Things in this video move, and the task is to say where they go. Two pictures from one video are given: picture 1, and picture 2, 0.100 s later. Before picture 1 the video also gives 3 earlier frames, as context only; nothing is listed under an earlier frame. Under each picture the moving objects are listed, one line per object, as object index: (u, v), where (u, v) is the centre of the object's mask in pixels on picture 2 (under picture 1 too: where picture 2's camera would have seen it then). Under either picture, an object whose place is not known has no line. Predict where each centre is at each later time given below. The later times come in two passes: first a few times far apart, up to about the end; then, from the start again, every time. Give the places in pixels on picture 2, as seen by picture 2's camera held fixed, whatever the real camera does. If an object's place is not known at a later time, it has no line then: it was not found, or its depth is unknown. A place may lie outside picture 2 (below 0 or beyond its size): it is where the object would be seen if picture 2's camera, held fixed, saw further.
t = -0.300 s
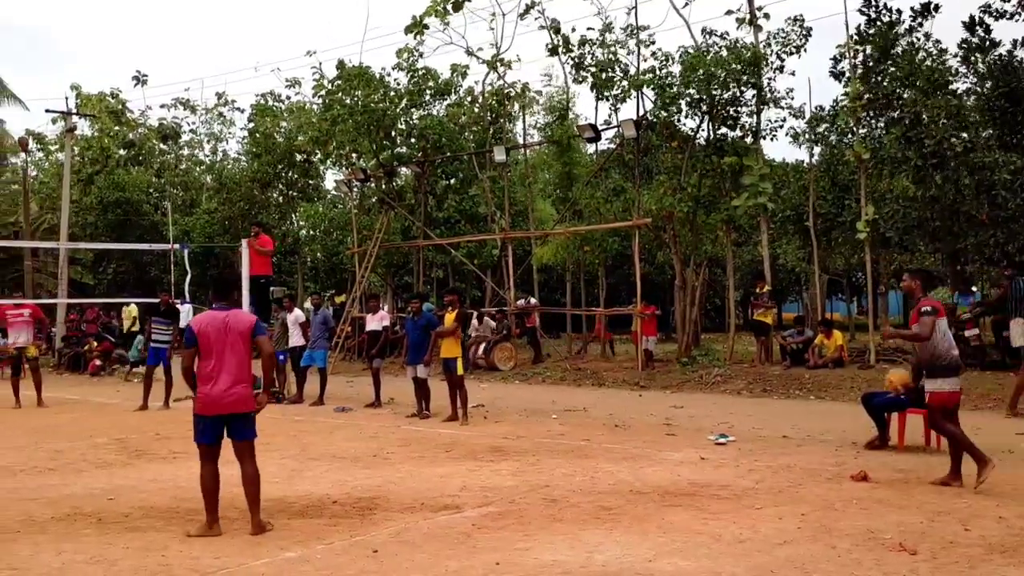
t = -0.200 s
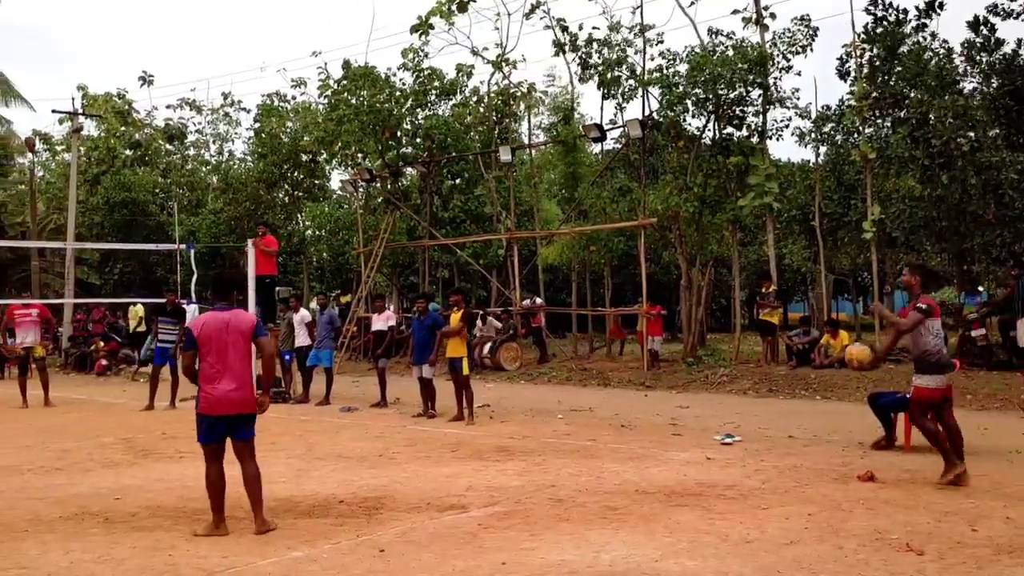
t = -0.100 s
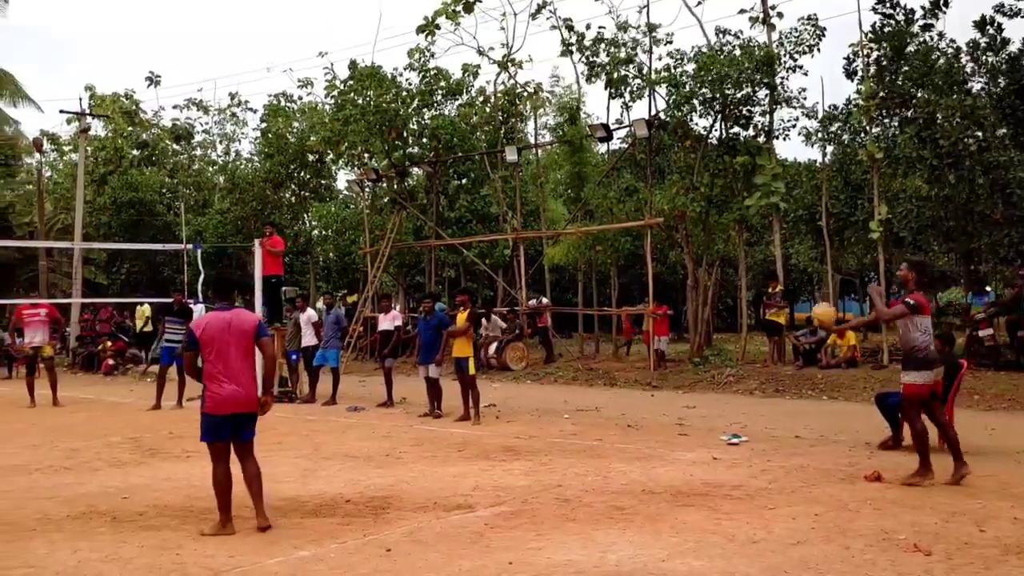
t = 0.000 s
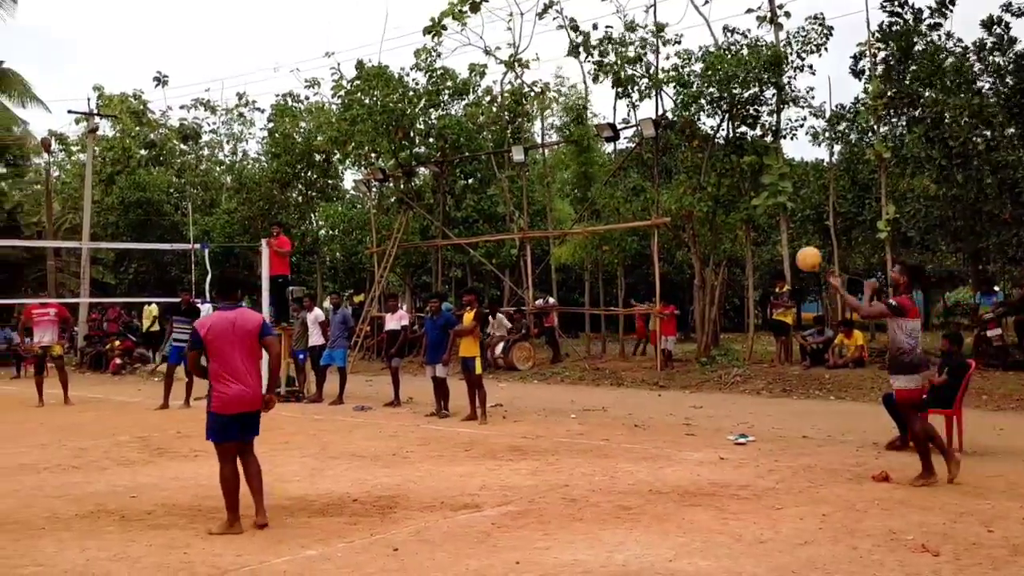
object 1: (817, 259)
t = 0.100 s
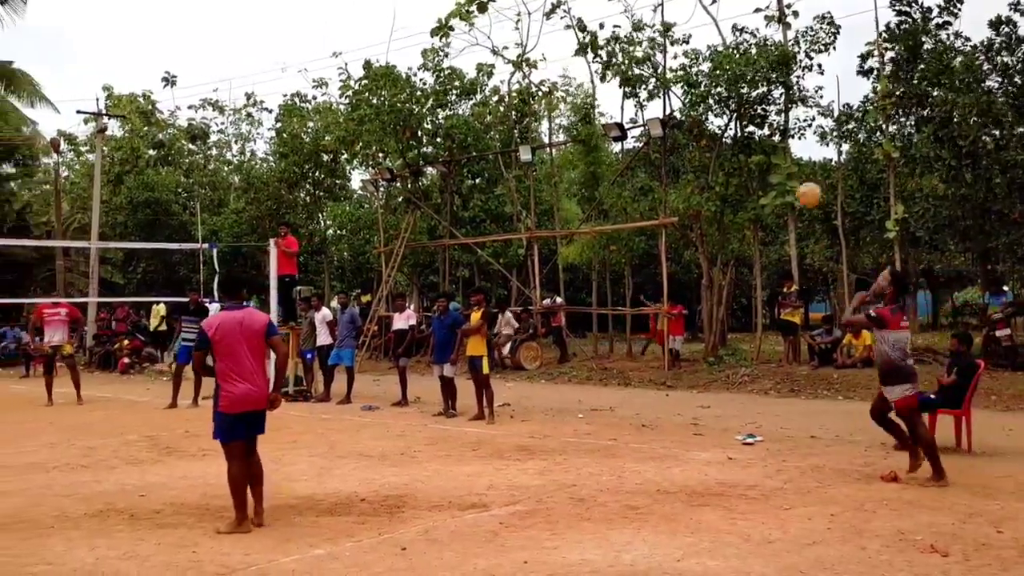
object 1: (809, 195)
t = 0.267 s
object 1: (795, 115)
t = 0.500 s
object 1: (779, 61)
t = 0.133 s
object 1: (807, 177)
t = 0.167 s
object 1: (803, 159)
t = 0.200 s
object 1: (801, 143)
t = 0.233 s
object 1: (798, 128)
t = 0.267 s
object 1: (795, 115)
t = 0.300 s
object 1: (794, 103)
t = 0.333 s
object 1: (790, 94)
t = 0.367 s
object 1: (788, 82)
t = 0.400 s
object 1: (784, 74)
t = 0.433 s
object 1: (782, 68)
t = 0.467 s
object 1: (780, 64)
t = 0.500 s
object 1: (779, 61)
